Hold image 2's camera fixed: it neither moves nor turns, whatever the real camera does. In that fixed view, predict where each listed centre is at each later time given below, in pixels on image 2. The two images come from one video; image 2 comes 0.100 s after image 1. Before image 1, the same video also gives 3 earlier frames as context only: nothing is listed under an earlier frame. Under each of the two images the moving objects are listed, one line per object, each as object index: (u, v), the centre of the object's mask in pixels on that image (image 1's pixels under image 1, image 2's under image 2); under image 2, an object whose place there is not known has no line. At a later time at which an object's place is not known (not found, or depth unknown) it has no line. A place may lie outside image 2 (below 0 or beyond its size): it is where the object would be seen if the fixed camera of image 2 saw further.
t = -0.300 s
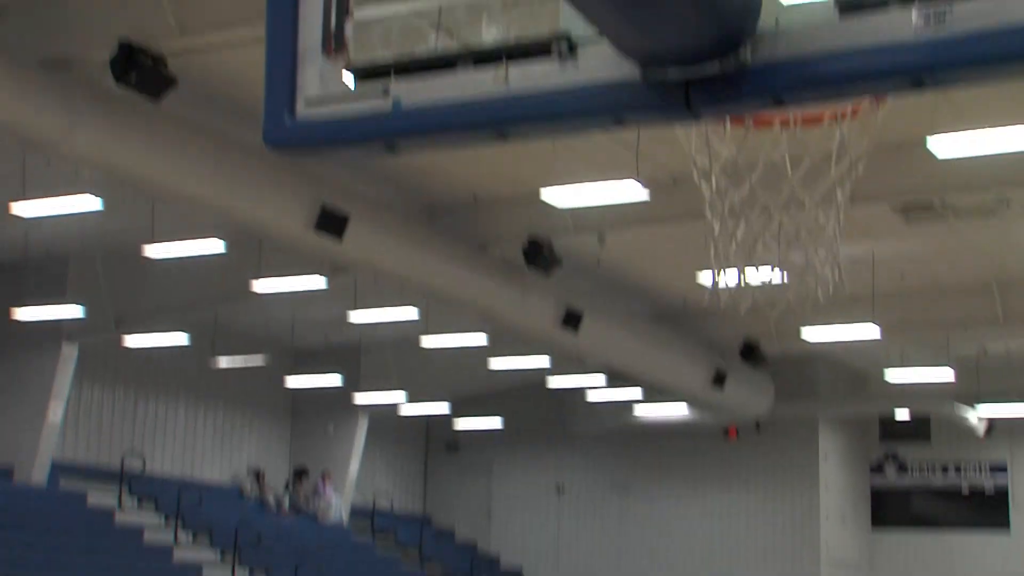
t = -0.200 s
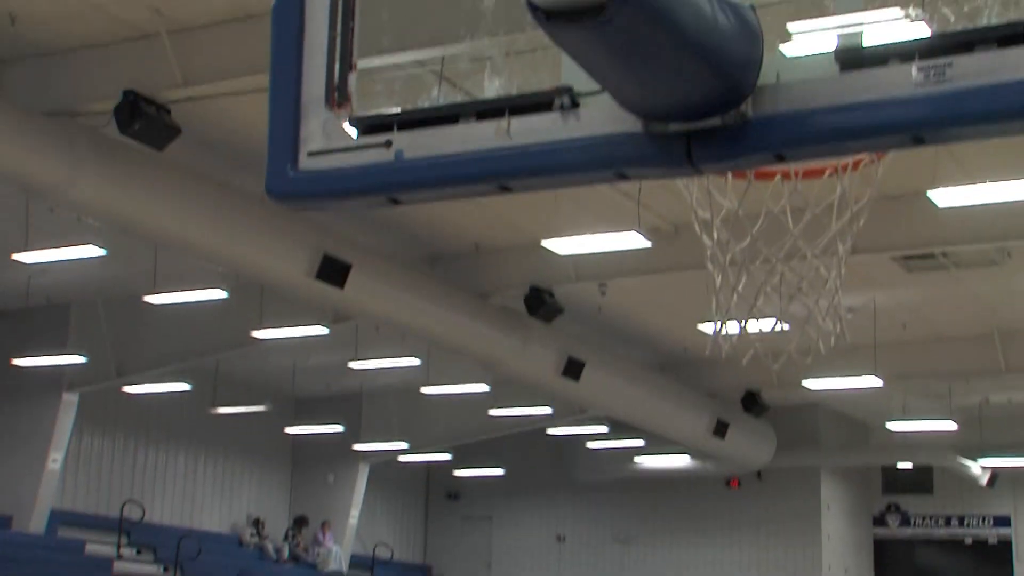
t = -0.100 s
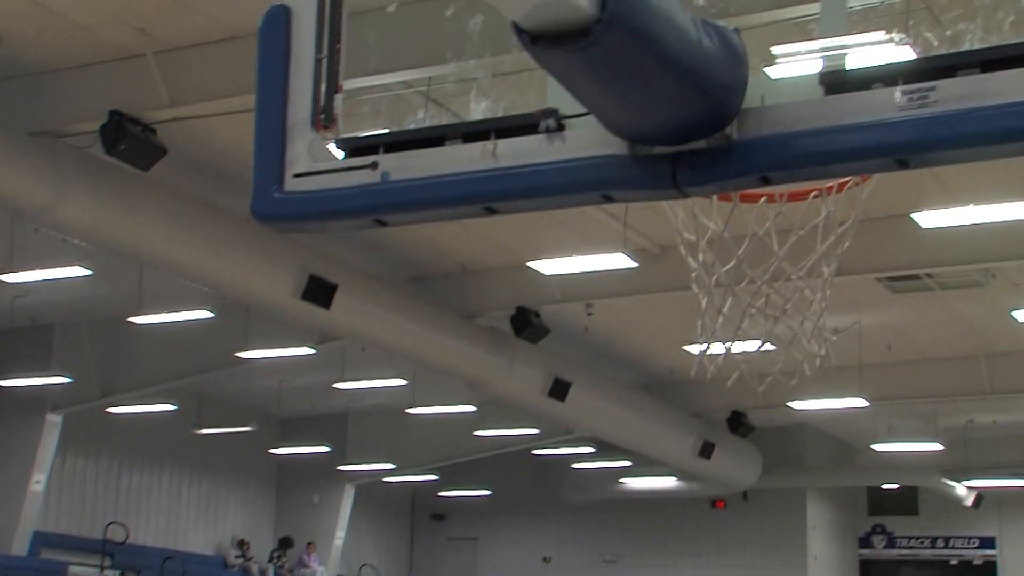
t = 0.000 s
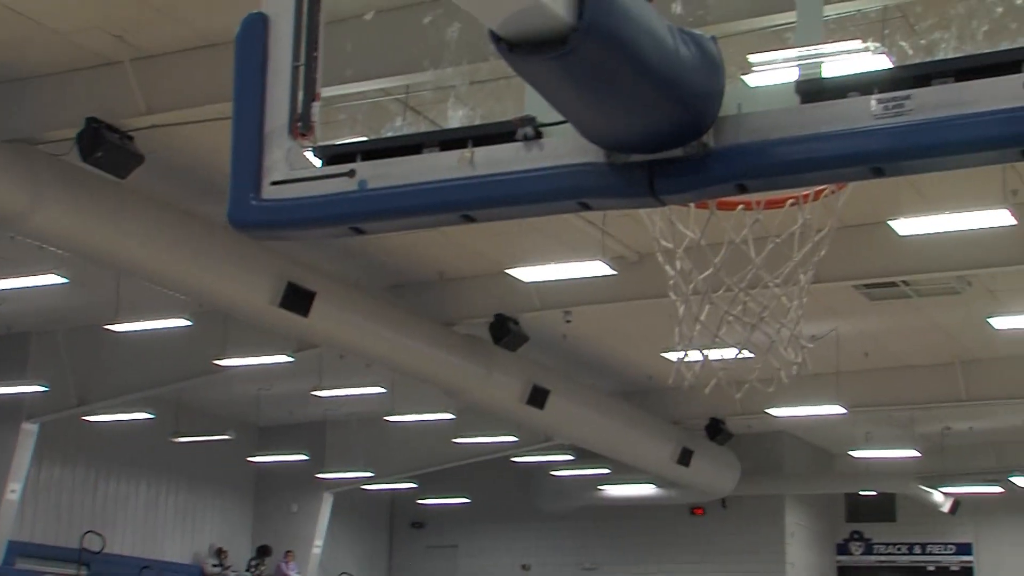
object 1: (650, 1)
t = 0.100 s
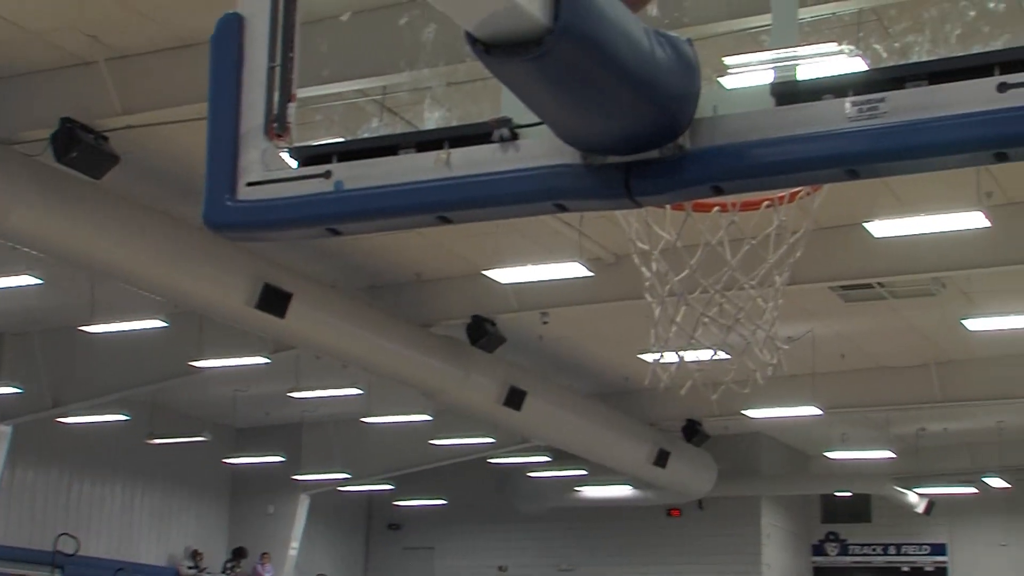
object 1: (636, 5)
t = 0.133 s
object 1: (645, 7)
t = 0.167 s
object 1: (651, 10)
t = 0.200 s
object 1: (660, 13)
